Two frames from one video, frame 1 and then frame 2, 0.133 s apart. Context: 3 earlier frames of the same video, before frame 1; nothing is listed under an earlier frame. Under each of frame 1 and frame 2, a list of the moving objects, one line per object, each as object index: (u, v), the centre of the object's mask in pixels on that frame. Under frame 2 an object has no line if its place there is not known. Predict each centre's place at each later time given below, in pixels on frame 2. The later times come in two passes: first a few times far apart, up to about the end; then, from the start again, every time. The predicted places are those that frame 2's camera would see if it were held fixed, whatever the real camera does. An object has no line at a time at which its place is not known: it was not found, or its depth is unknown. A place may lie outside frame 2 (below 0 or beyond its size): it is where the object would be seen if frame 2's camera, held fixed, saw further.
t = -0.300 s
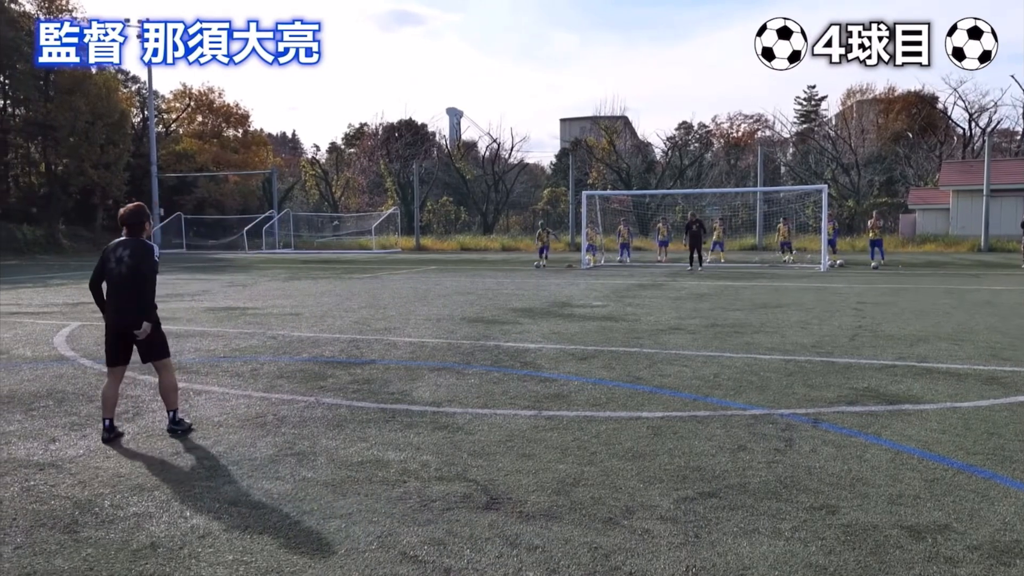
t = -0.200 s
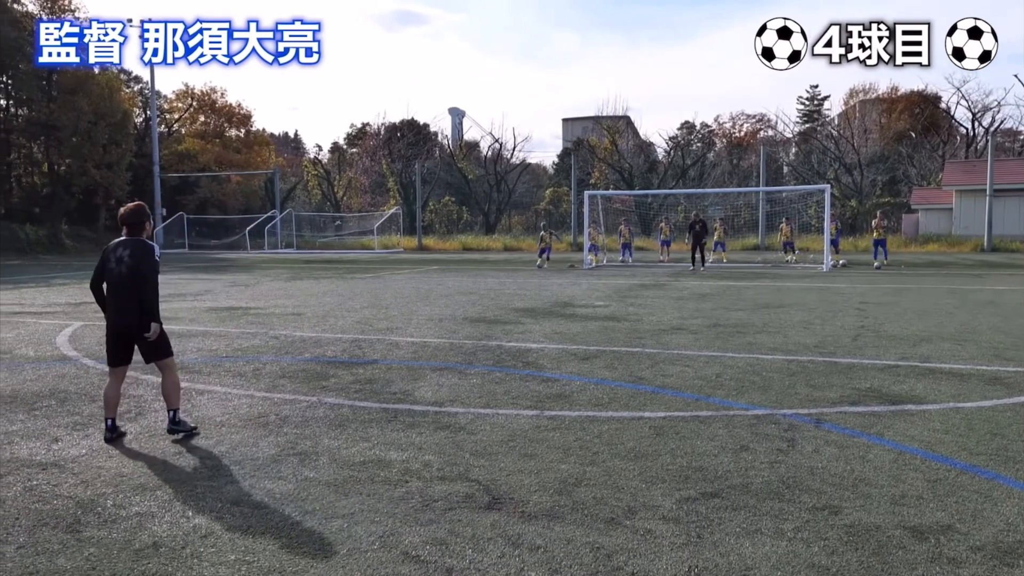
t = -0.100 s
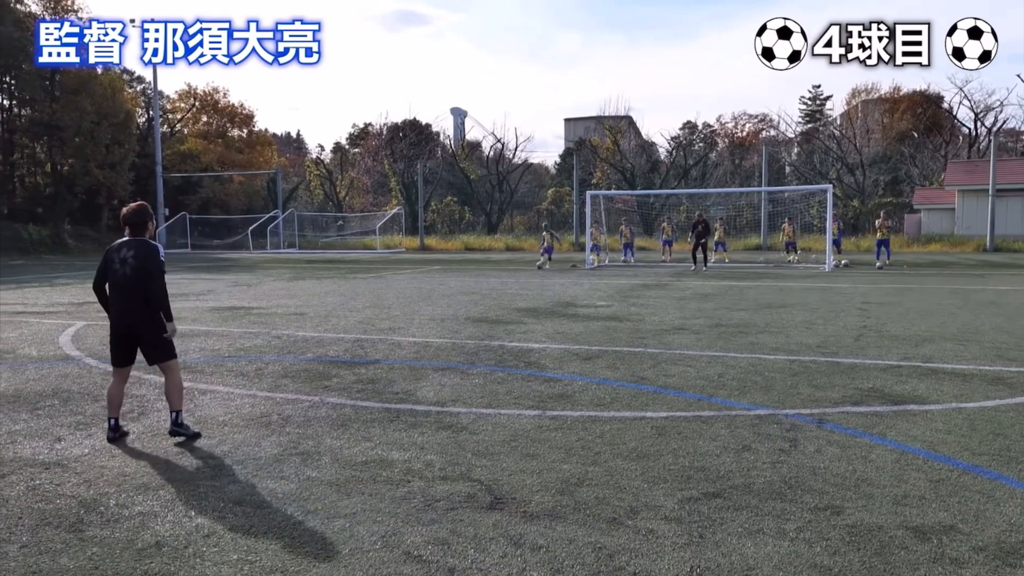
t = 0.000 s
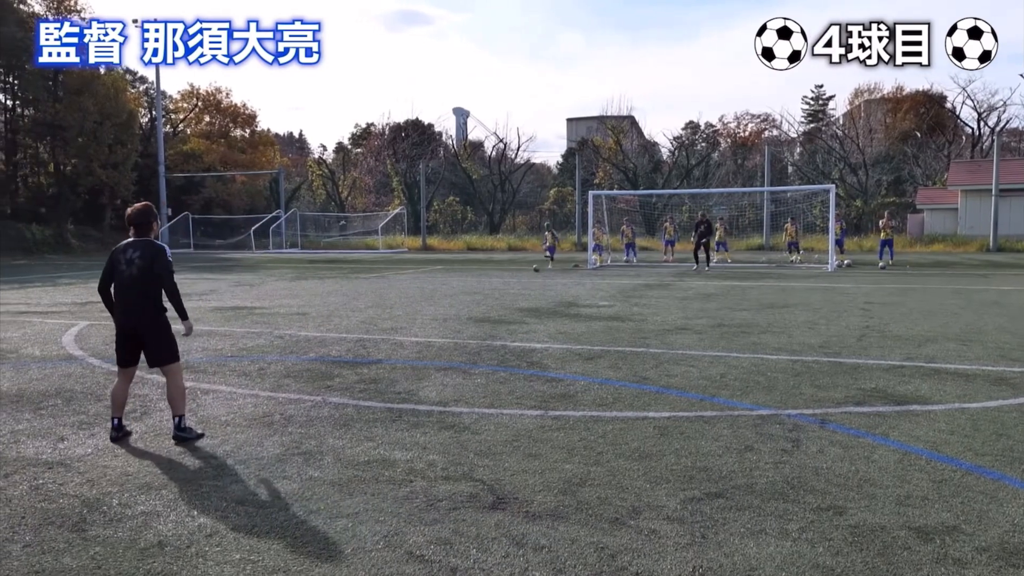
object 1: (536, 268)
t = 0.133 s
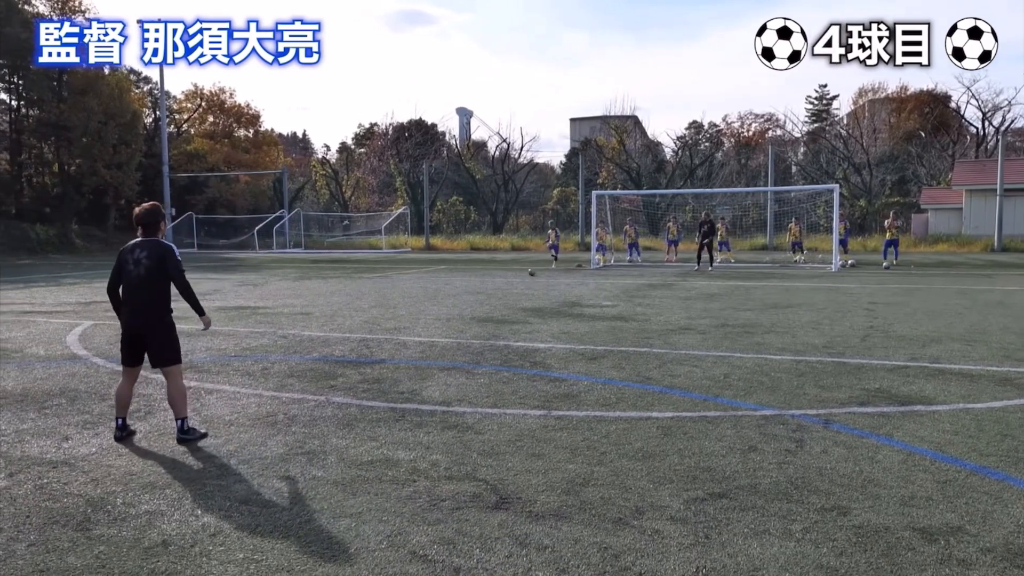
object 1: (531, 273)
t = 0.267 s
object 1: (523, 277)
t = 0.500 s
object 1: (509, 283)
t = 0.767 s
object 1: (492, 290)
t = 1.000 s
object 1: (477, 299)
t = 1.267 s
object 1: (457, 312)
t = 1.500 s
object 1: (435, 321)
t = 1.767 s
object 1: (404, 337)
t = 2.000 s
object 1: (369, 356)
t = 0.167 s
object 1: (529, 273)
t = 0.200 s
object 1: (527, 275)
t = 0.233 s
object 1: (526, 275)
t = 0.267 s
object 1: (523, 277)
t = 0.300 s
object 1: (521, 277)
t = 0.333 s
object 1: (519, 278)
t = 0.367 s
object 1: (517, 279)
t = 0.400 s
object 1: (515, 280)
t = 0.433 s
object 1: (513, 281)
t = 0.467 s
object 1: (511, 282)
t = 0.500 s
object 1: (509, 283)
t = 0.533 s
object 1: (507, 283)
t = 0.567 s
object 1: (504, 285)
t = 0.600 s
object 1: (502, 287)
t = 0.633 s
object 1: (501, 286)
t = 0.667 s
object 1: (498, 287)
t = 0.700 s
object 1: (496, 287)
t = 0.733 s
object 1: (494, 288)
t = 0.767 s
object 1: (492, 290)
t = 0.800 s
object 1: (489, 293)
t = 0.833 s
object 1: (487, 294)
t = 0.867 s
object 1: (486, 294)
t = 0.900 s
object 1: (484, 294)
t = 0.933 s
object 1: (482, 295)
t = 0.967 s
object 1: (479, 297)
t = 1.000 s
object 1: (477, 299)
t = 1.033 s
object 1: (475, 302)
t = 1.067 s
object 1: (472, 303)
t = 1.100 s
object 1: (470, 304)
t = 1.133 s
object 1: (468, 306)
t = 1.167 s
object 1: (465, 307)
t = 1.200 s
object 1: (463, 308)
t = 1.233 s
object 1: (460, 310)
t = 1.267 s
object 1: (457, 312)
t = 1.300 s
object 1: (454, 312)
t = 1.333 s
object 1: (451, 313)
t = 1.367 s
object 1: (448, 314)
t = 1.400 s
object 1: (445, 317)
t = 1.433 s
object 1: (442, 320)
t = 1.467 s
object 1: (439, 321)
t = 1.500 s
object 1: (435, 321)
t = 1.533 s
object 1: (432, 321)
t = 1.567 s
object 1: (428, 323)
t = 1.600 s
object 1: (424, 325)
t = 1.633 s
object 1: (421, 328)
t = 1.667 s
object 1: (417, 332)
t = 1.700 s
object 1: (413, 336)
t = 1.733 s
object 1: (408, 336)
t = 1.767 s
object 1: (404, 337)
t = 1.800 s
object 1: (400, 340)
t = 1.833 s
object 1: (395, 343)
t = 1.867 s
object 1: (390, 348)
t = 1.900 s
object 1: (386, 351)
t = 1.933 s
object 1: (381, 351)
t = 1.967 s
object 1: (375, 353)
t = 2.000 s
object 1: (369, 356)
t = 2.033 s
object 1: (363, 360)
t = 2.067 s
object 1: (357, 365)
